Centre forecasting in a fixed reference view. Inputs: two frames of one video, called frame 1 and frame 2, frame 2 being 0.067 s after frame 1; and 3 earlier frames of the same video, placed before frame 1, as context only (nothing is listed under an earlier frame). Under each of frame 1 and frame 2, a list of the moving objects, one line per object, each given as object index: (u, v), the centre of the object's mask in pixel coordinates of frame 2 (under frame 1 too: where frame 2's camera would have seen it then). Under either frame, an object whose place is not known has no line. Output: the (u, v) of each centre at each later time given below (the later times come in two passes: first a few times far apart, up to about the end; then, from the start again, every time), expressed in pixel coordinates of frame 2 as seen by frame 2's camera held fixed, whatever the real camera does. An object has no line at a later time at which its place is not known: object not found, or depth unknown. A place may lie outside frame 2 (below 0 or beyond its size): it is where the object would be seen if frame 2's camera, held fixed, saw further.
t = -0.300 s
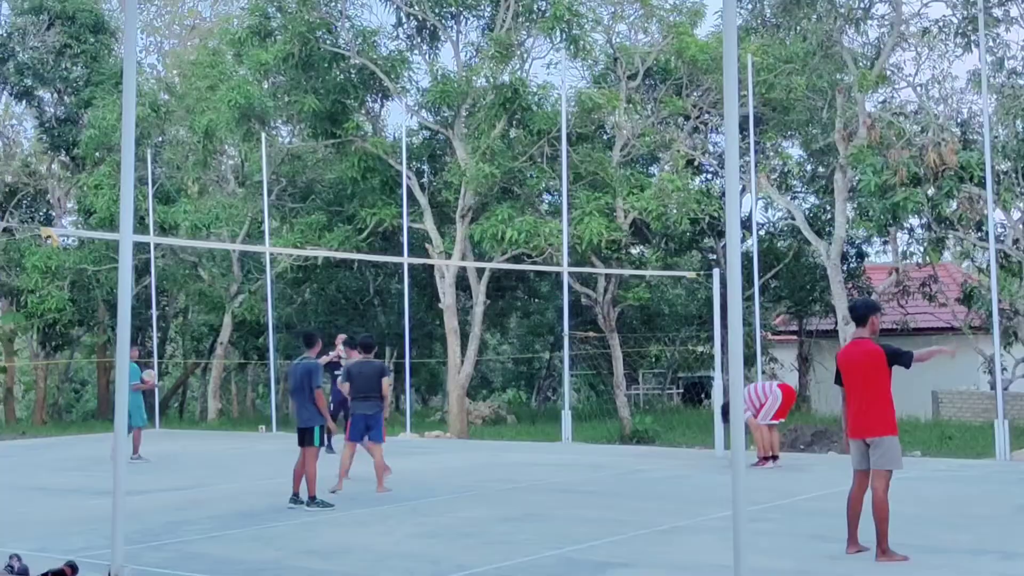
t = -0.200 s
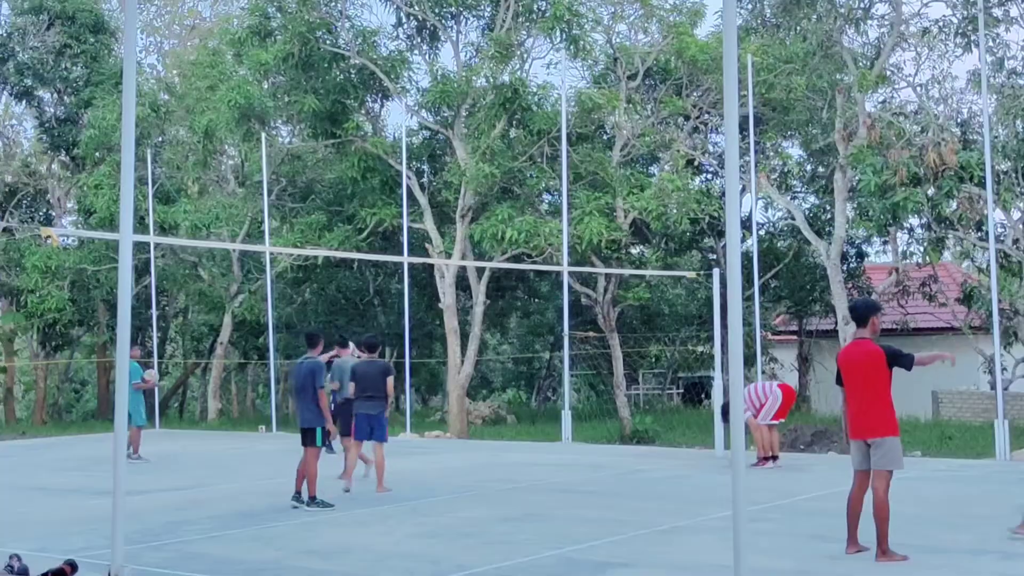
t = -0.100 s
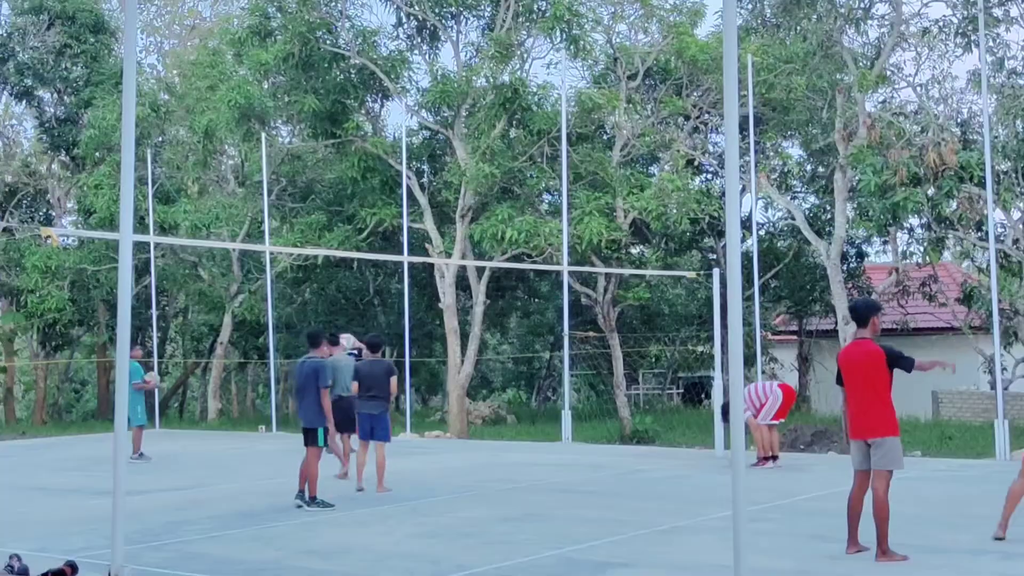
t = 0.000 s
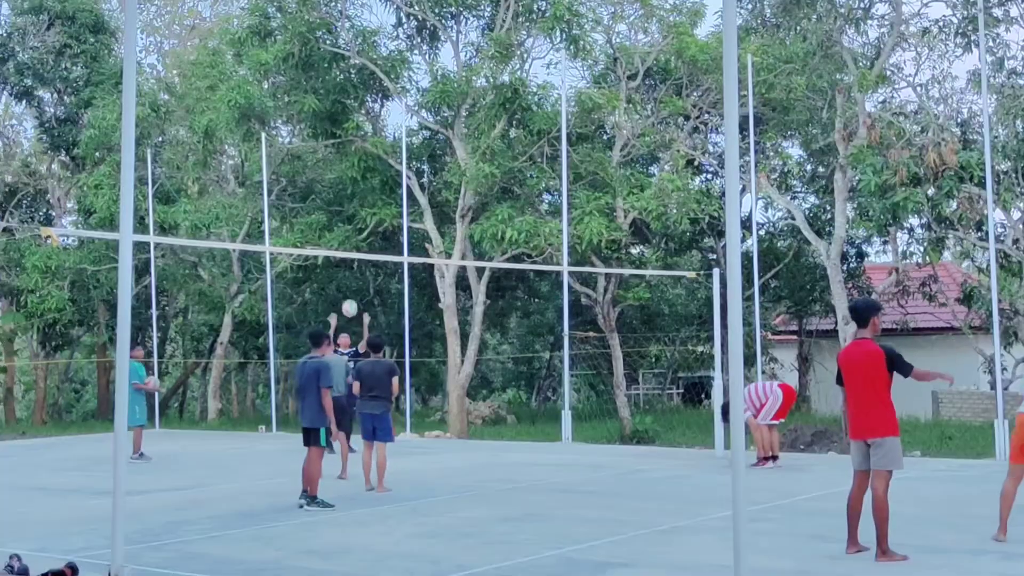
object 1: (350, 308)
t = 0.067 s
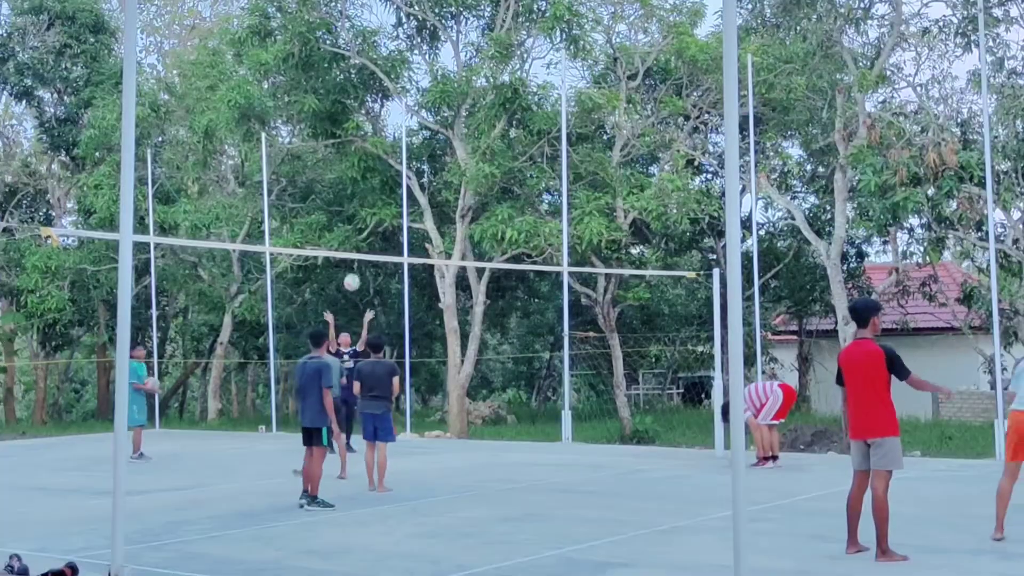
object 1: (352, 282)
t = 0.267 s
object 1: (359, 221)
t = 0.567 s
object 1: (371, 178)
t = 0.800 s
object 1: (382, 192)
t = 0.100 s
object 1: (353, 270)
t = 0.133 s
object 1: (353, 260)
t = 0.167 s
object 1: (355, 247)
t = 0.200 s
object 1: (356, 238)
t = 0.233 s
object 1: (358, 230)
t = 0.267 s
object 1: (359, 221)
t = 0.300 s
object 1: (360, 213)
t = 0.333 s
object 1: (361, 206)
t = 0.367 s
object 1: (363, 200)
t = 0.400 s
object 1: (364, 194)
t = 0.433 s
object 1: (366, 189)
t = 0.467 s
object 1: (367, 185)
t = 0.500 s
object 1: (368, 182)
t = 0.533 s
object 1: (370, 180)
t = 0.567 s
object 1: (371, 178)
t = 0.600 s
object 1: (373, 178)
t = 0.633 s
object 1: (374, 178)
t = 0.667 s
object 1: (376, 179)
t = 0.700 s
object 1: (377, 181)
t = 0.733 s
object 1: (379, 183)
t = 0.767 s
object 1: (380, 187)
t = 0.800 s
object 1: (382, 192)
